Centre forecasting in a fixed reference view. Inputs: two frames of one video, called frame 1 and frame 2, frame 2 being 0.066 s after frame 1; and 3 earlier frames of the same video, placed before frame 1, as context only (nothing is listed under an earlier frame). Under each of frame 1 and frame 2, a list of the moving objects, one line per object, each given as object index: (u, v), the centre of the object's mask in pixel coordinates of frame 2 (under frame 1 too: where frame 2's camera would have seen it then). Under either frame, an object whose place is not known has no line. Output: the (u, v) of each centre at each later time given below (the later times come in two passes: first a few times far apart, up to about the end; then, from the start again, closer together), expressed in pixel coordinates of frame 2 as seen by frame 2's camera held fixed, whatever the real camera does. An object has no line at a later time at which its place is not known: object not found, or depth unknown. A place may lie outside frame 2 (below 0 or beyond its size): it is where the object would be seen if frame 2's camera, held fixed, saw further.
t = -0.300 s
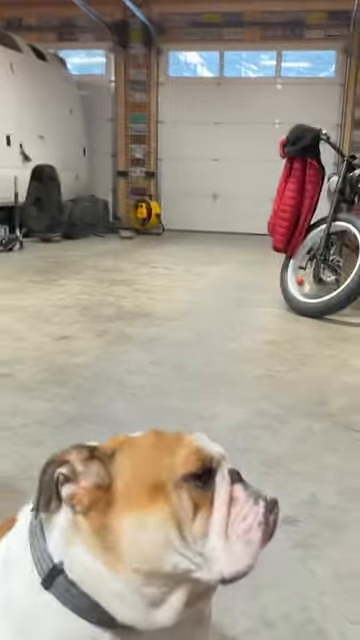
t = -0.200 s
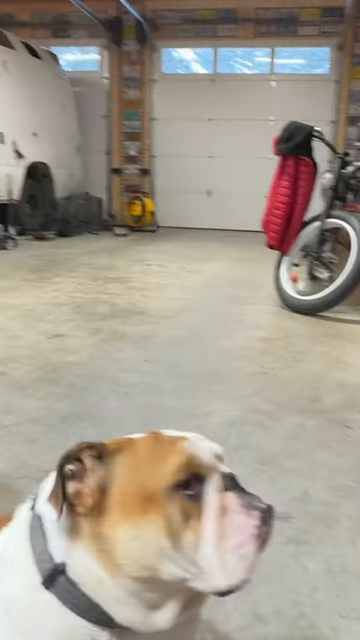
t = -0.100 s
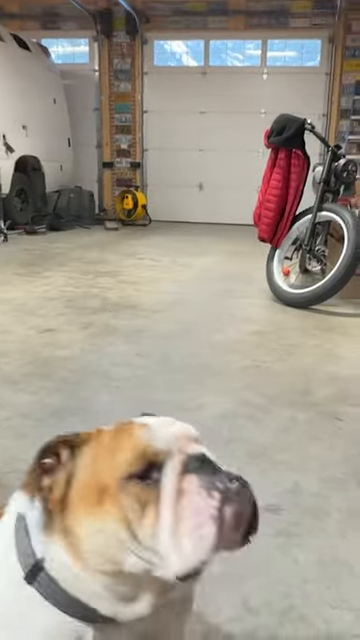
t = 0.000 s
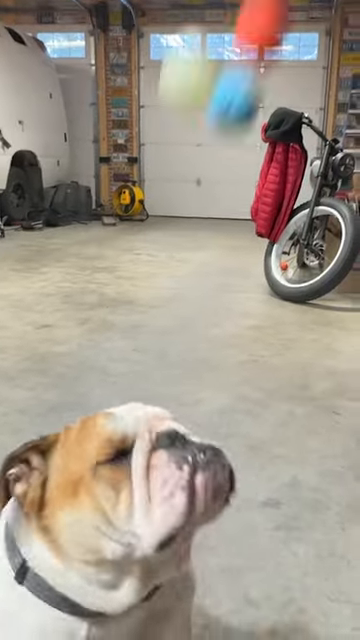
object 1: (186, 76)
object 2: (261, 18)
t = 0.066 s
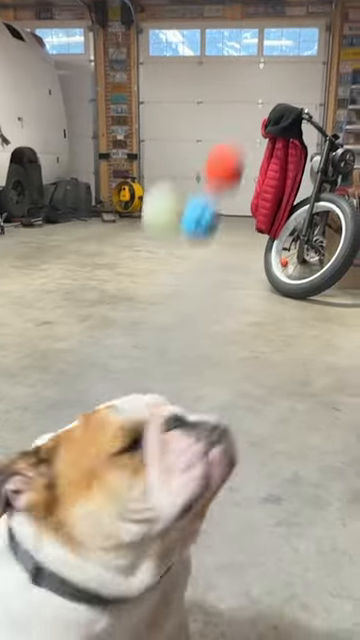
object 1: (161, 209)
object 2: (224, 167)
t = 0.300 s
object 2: (182, 375)
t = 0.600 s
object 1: (112, 183)
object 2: (177, 195)
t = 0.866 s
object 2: (175, 240)
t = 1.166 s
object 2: (175, 241)
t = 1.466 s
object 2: (175, 253)
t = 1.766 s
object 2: (176, 232)
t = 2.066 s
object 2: (176, 233)
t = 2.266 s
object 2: (176, 231)
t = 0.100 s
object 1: (153, 259)
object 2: (212, 219)
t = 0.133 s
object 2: (204, 264)
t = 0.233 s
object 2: (185, 374)
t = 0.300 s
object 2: (182, 375)
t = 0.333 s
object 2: (181, 338)
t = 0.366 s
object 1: (123, 295)
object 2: (181, 307)
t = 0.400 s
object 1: (122, 263)
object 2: (180, 279)
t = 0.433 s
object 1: (119, 240)
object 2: (179, 254)
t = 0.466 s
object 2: (179, 235)
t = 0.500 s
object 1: (116, 208)
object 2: (178, 220)
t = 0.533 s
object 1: (113, 195)
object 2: (179, 208)
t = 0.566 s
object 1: (113, 187)
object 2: (178, 200)
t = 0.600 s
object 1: (112, 183)
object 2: (177, 195)
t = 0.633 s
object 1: (110, 181)
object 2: (177, 193)
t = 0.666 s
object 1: (110, 182)
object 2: (176, 193)
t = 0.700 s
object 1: (108, 185)
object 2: (176, 196)
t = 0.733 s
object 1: (108, 191)
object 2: (176, 201)
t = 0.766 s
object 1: (108, 198)
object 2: (176, 208)
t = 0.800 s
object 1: (107, 208)
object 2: (175, 217)
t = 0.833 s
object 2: (176, 227)
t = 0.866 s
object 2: (175, 240)
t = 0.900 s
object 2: (174, 252)
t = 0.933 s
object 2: (173, 267)
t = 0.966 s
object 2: (173, 282)
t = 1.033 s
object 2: (173, 281)
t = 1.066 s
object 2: (173, 268)
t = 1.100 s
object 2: (173, 257)
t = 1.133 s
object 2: (174, 248)
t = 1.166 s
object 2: (175, 241)
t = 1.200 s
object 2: (175, 237)
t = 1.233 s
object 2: (175, 234)
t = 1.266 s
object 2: (175, 233)
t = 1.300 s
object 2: (175, 233)
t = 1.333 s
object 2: (175, 234)
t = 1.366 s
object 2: (176, 237)
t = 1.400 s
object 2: (175, 241)
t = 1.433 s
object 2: (175, 246)
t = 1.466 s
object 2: (175, 253)
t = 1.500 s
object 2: (175, 260)
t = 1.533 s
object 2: (176, 254)
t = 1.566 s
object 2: (176, 246)
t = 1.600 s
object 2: (176, 240)
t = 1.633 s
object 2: (176, 236)
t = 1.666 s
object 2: (176, 233)
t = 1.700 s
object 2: (175, 232)
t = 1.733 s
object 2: (176, 231)
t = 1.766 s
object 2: (176, 232)
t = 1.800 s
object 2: (176, 233)
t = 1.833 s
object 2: (176, 235)
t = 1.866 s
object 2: (176, 239)
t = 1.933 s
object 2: (176, 241)
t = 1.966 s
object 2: (176, 237)
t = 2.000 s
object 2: (176, 234)
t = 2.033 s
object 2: (176, 233)
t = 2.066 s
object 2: (176, 233)
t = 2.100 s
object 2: (176, 233)
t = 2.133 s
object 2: (176, 235)
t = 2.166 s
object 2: (176, 236)
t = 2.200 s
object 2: (176, 233)
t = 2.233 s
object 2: (176, 232)
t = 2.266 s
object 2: (176, 231)
